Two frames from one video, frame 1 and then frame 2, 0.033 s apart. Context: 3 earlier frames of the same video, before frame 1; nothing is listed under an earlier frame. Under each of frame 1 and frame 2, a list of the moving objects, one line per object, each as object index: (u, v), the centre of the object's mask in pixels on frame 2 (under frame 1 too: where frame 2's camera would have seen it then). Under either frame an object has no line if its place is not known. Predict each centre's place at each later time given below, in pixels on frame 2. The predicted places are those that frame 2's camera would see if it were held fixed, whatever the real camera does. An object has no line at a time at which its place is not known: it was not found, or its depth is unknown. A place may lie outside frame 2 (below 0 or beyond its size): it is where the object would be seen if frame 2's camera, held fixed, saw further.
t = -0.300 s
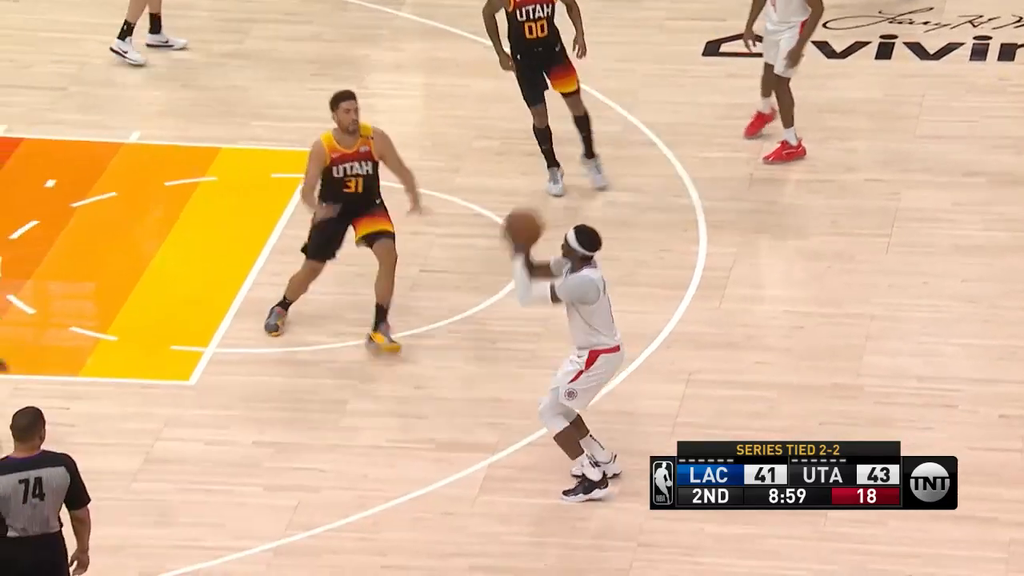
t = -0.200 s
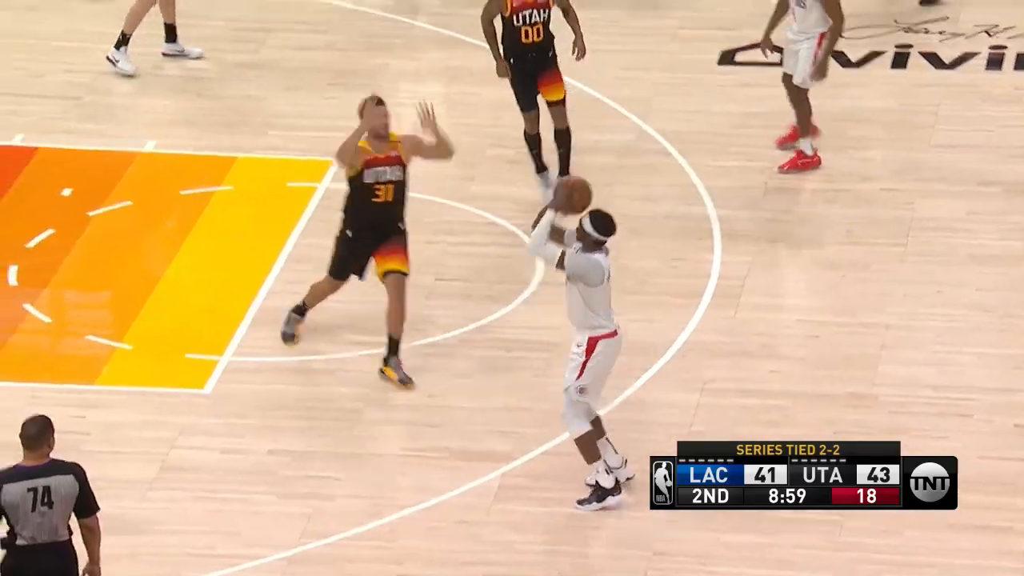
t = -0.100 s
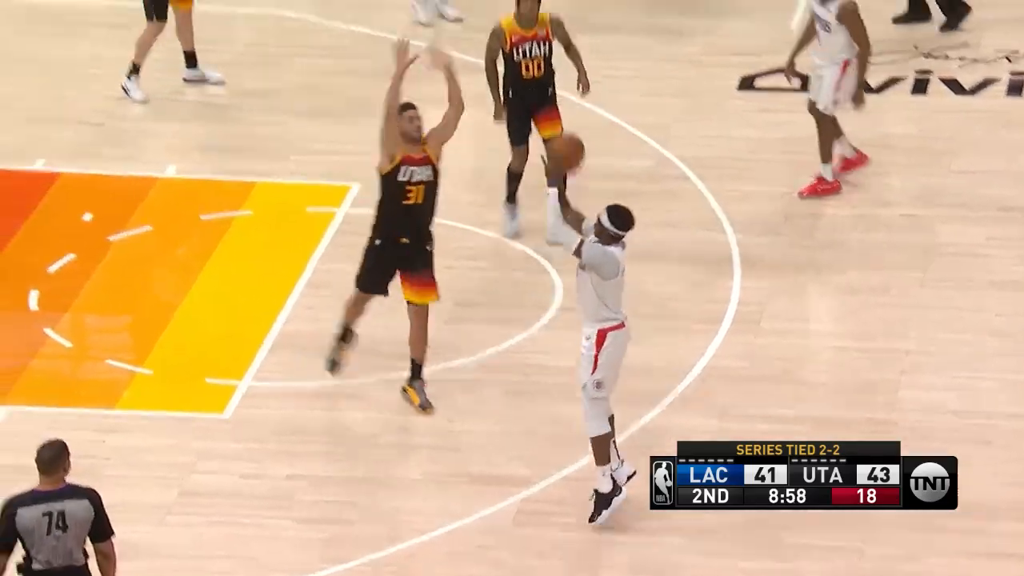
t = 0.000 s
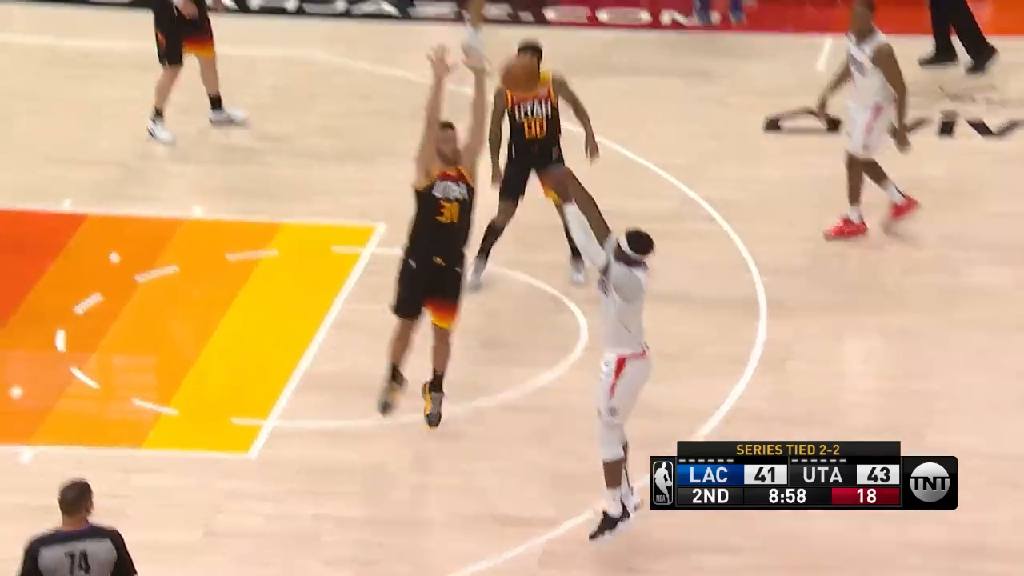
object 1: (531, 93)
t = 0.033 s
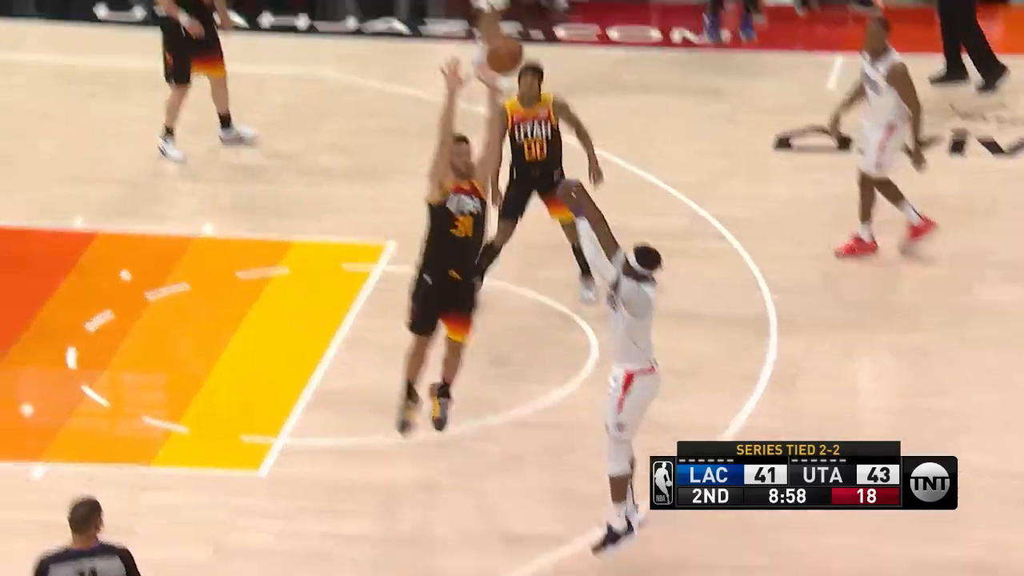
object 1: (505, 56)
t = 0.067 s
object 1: (480, 19)
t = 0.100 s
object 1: (455, -12)
